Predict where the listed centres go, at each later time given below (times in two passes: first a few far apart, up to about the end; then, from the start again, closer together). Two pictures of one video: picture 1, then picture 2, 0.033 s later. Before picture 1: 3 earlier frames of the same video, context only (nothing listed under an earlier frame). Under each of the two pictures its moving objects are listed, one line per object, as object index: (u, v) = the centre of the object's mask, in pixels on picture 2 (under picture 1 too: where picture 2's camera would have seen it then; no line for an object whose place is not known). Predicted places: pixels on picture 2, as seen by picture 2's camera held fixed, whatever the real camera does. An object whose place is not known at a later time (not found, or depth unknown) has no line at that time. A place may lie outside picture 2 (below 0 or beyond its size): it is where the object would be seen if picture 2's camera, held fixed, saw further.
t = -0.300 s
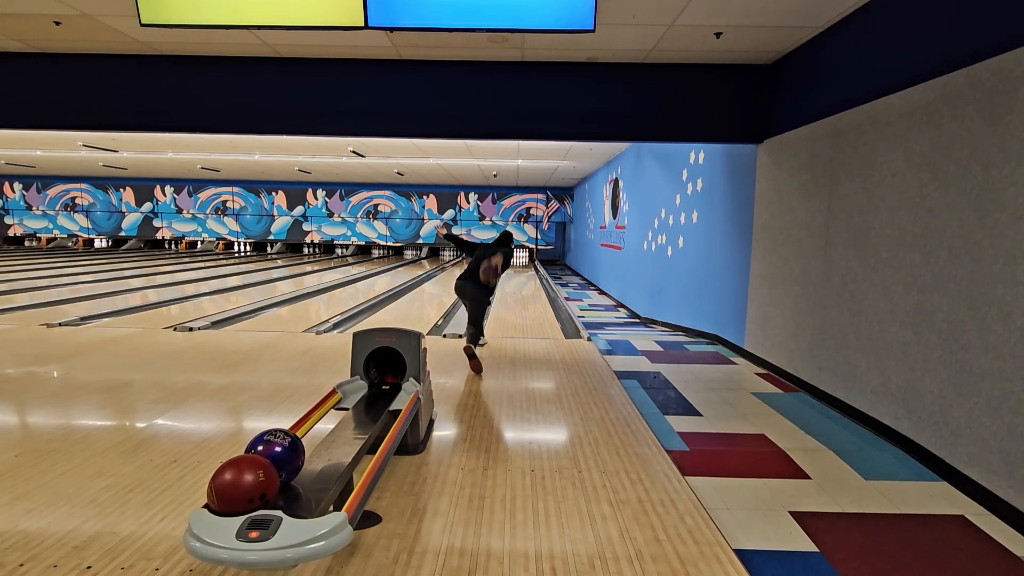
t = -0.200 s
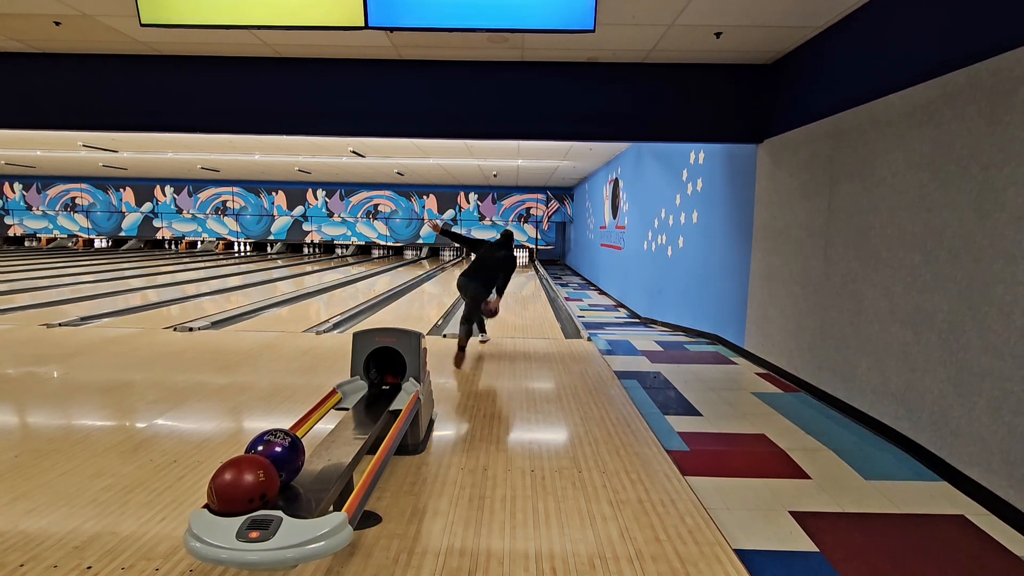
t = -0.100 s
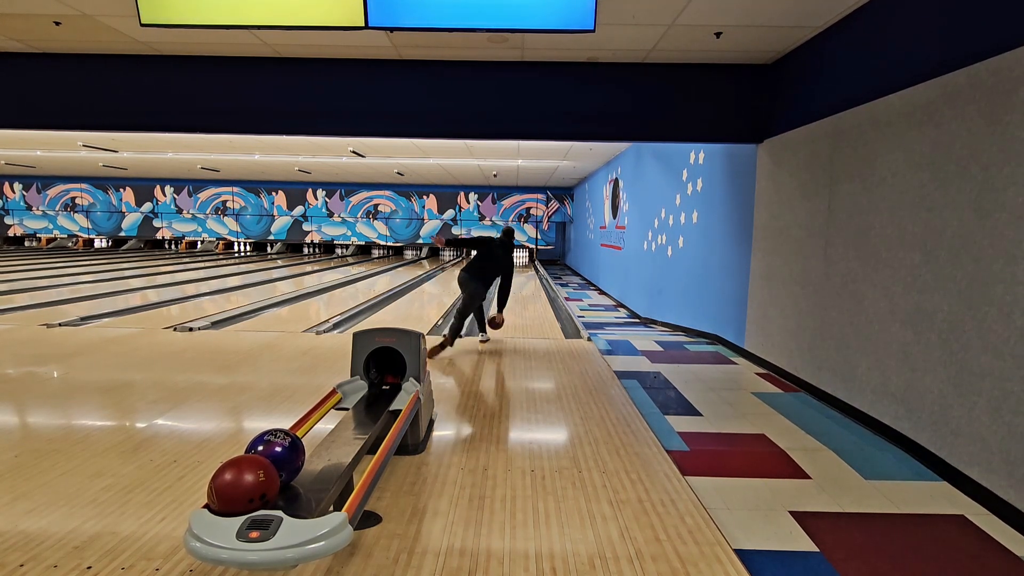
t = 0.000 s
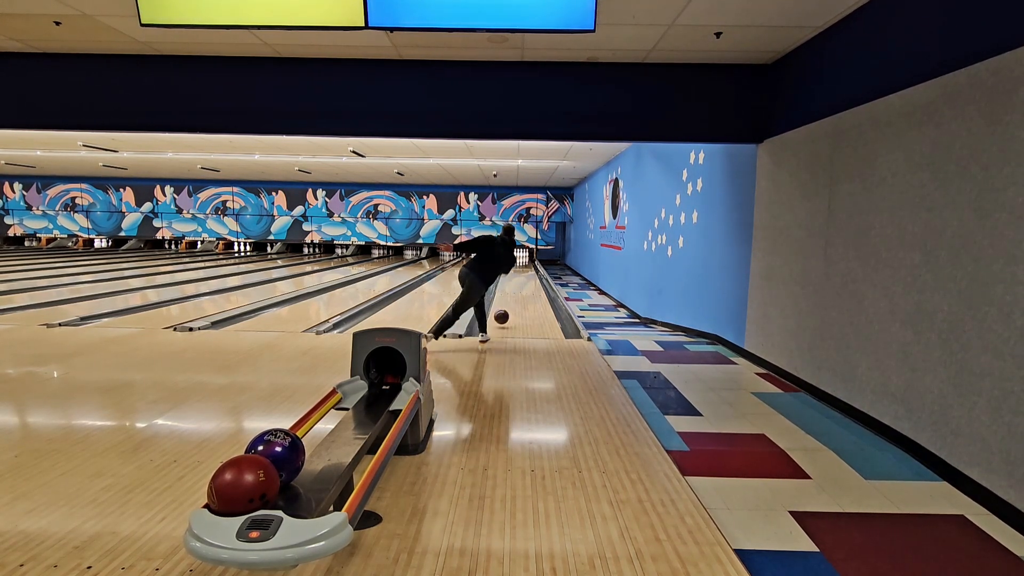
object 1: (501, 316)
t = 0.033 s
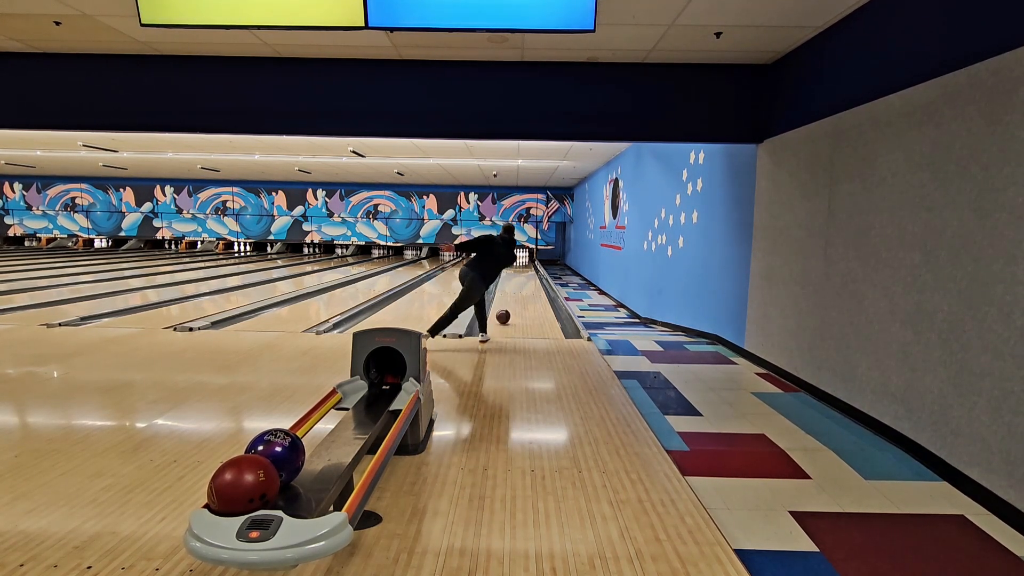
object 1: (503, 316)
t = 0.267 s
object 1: (512, 300)
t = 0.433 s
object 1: (517, 291)
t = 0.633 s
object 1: (520, 284)
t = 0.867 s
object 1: (524, 277)
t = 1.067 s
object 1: (525, 272)
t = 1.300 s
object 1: (527, 268)
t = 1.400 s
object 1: (528, 266)
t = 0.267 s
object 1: (512, 300)
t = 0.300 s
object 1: (513, 298)
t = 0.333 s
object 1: (514, 296)
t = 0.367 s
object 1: (515, 295)
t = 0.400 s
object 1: (516, 293)
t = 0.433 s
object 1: (517, 291)
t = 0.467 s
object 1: (517, 290)
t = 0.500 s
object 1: (518, 289)
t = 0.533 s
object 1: (519, 290)
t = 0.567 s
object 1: (520, 286)
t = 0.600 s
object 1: (520, 285)
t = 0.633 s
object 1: (520, 284)
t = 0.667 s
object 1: (521, 283)
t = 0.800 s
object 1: (523, 279)
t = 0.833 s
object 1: (523, 278)
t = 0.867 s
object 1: (524, 277)
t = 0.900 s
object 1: (524, 276)
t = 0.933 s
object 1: (524, 275)
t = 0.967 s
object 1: (525, 274)
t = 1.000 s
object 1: (525, 273)
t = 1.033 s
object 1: (525, 273)
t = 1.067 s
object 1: (525, 272)
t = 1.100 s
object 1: (526, 272)
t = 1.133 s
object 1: (526, 271)
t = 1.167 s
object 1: (526, 271)
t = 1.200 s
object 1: (526, 270)
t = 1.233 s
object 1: (527, 269)
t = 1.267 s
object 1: (527, 269)
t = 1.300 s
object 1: (527, 268)
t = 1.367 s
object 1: (527, 267)
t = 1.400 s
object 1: (528, 266)
